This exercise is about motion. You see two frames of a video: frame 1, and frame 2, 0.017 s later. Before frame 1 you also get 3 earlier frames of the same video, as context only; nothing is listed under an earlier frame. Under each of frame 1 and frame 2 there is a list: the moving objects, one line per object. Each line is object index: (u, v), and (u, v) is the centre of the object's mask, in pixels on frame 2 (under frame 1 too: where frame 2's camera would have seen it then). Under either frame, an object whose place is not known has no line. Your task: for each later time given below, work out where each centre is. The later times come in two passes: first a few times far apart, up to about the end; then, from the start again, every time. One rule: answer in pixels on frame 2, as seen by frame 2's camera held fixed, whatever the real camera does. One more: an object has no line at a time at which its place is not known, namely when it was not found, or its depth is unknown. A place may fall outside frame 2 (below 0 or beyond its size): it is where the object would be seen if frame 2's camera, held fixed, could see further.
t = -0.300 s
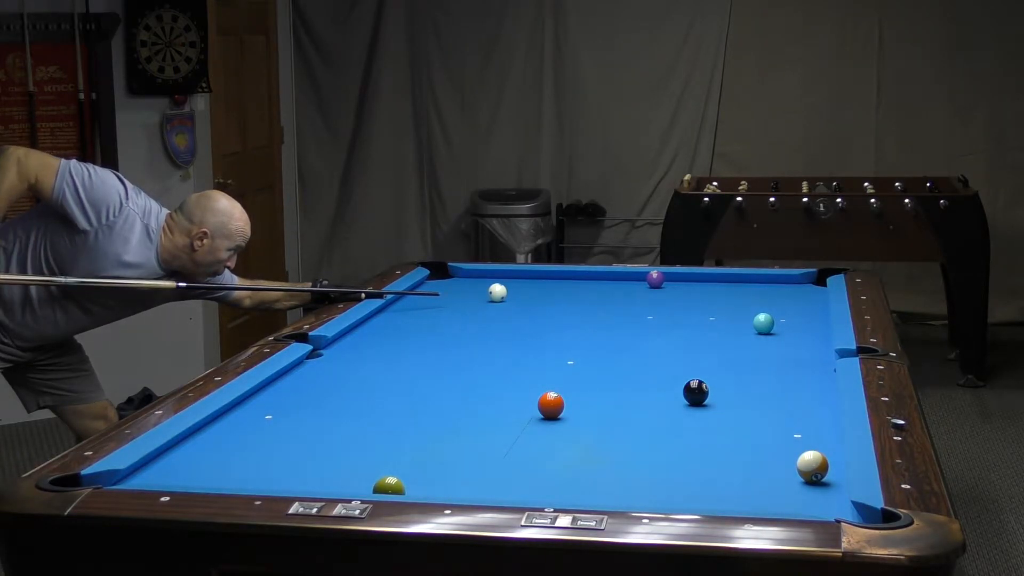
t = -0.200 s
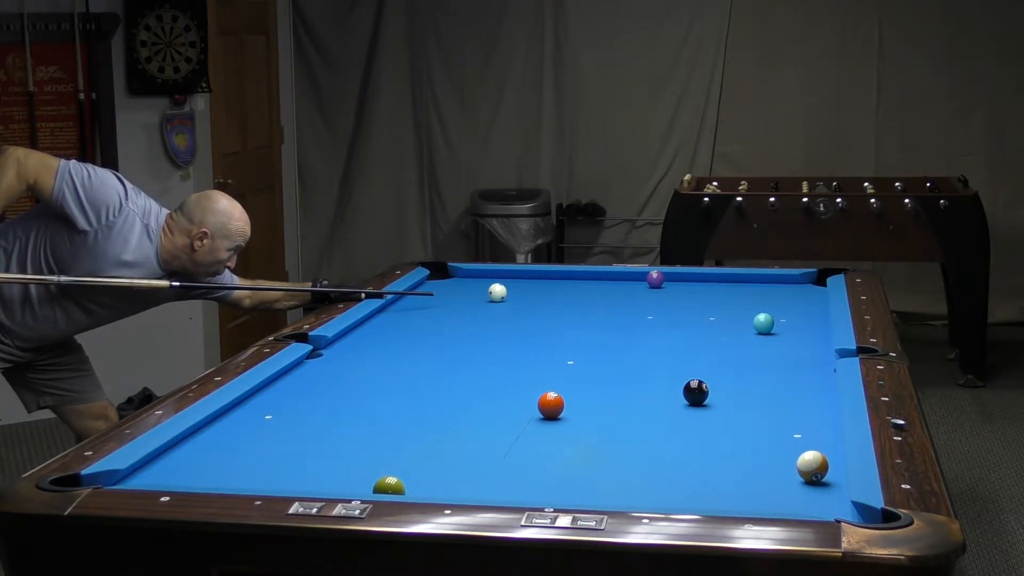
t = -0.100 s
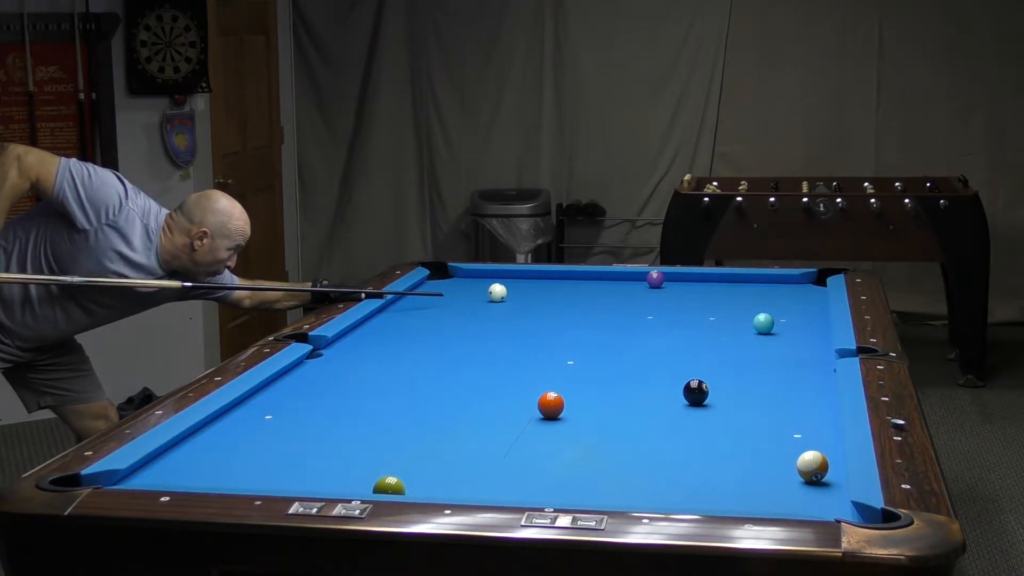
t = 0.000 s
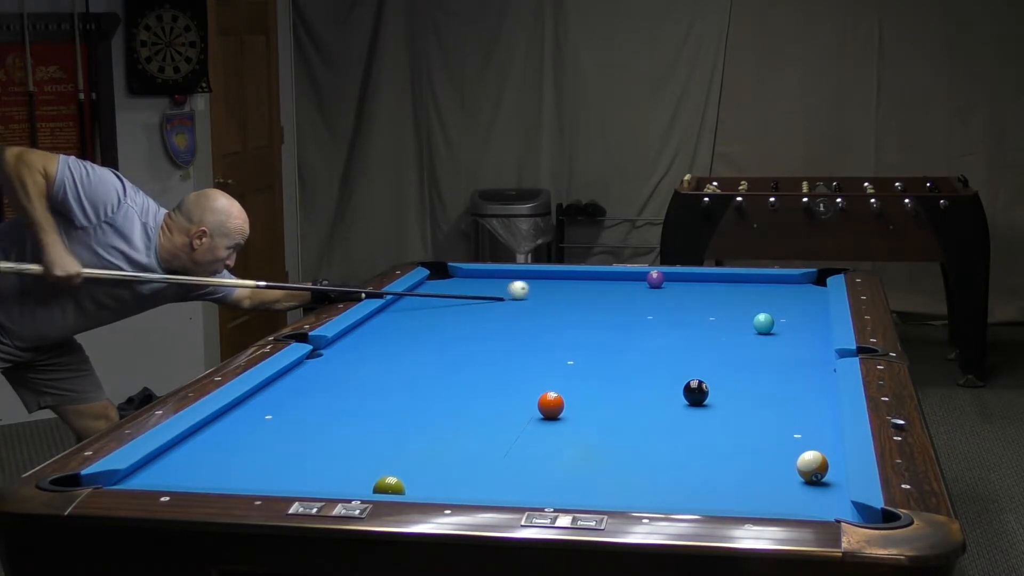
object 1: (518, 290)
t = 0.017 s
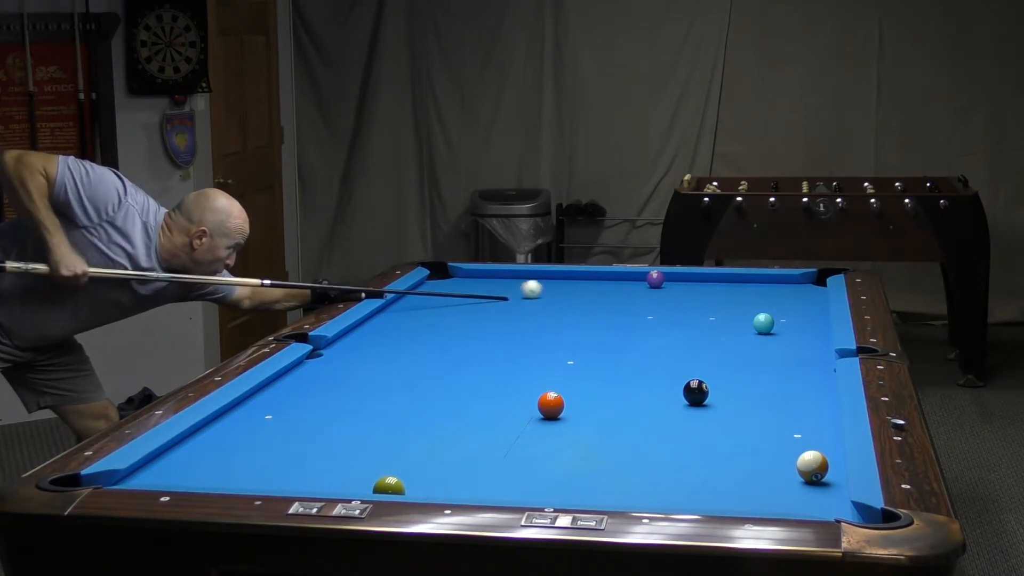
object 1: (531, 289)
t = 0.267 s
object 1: (635, 275)
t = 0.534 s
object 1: (604, 281)
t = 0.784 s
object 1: (574, 287)
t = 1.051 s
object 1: (541, 294)
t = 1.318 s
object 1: (508, 300)
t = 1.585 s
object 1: (476, 306)
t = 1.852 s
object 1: (444, 312)
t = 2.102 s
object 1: (413, 318)
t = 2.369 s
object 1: (382, 324)
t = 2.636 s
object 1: (358, 329)
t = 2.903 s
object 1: (361, 334)
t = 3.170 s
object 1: (364, 339)
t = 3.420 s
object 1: (367, 343)
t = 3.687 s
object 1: (369, 347)
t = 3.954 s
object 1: (372, 350)
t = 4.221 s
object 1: (374, 354)
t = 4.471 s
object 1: (376, 356)
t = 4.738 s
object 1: (378, 358)
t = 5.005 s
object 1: (379, 360)
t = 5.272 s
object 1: (380, 361)
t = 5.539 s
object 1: (380, 362)
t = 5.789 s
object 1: (381, 362)
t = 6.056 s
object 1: (381, 362)
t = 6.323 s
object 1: (381, 362)
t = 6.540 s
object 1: (381, 362)
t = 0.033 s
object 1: (544, 288)
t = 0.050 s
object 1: (556, 287)
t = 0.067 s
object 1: (569, 285)
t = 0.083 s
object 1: (580, 284)
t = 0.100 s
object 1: (592, 283)
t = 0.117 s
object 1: (603, 282)
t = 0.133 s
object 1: (614, 281)
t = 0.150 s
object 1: (625, 280)
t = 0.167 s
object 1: (635, 279)
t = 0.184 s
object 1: (637, 279)
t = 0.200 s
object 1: (637, 278)
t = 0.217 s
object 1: (637, 277)
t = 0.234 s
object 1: (637, 276)
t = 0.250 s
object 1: (636, 275)
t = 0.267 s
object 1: (635, 275)
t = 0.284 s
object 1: (634, 275)
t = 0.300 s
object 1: (632, 276)
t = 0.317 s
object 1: (630, 276)
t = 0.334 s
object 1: (628, 277)
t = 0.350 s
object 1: (626, 277)
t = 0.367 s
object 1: (624, 278)
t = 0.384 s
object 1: (622, 278)
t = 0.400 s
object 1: (620, 278)
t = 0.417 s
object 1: (618, 279)
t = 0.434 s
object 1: (616, 279)
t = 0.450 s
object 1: (614, 279)
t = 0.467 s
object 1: (612, 280)
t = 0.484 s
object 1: (610, 280)
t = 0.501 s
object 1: (608, 281)
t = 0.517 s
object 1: (606, 281)
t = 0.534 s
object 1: (604, 281)
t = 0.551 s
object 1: (602, 282)
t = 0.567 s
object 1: (600, 282)
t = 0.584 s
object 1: (598, 283)
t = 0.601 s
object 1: (596, 283)
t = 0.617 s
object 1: (594, 283)
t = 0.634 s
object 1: (592, 284)
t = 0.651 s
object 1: (590, 284)
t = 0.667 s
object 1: (588, 285)
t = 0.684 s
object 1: (586, 285)
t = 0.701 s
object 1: (584, 285)
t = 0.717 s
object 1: (582, 286)
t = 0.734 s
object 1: (580, 286)
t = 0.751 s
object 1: (578, 286)
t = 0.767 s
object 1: (576, 287)
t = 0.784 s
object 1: (574, 287)
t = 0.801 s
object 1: (571, 288)
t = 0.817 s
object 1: (570, 288)
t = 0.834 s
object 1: (568, 289)
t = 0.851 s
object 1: (565, 289)
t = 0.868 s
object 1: (563, 289)
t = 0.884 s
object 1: (561, 290)
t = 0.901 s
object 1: (559, 290)
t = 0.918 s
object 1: (557, 290)
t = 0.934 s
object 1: (555, 291)
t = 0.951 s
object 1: (553, 291)
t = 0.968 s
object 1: (551, 292)
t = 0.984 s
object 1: (549, 292)
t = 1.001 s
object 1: (547, 292)
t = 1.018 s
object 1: (545, 293)
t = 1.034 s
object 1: (543, 293)
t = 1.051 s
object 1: (541, 294)
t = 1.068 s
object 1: (539, 294)
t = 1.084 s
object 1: (537, 294)
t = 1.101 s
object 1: (535, 295)
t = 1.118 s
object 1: (533, 295)
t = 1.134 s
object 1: (530, 295)
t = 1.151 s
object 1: (528, 296)
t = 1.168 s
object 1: (527, 296)
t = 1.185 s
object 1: (524, 297)
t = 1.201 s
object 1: (522, 297)
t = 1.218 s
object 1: (521, 297)
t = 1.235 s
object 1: (518, 298)
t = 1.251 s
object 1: (516, 298)
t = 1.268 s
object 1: (514, 298)
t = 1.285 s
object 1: (512, 299)
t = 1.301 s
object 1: (510, 299)
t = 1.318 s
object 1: (508, 300)
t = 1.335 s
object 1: (506, 300)
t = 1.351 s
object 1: (504, 301)
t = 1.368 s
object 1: (502, 301)
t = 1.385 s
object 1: (500, 301)
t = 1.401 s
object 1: (498, 302)
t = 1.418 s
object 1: (496, 302)
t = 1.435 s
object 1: (494, 302)
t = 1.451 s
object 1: (492, 303)
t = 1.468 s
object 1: (490, 303)
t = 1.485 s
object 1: (488, 304)
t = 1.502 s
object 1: (486, 304)
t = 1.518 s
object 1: (484, 304)
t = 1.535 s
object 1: (482, 305)
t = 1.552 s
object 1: (480, 305)
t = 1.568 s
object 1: (478, 306)
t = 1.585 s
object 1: (476, 306)
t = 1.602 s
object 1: (474, 306)
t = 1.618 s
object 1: (471, 307)
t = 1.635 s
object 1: (470, 307)
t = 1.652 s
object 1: (468, 307)
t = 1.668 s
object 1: (466, 308)
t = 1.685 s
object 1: (463, 308)
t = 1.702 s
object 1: (462, 309)
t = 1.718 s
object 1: (459, 309)
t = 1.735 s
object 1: (457, 309)
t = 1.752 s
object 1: (456, 310)
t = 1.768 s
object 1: (453, 310)
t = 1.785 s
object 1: (451, 310)
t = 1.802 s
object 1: (450, 311)
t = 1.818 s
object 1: (447, 311)
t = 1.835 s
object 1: (445, 311)
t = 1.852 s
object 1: (444, 312)
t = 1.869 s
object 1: (441, 312)
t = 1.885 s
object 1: (439, 312)
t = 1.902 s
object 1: (437, 313)
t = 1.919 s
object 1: (435, 313)
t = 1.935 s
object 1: (433, 314)
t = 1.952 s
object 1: (431, 314)
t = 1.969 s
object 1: (430, 314)
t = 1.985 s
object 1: (427, 315)
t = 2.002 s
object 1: (426, 315)
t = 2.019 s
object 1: (423, 316)
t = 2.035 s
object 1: (421, 316)
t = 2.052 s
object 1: (420, 316)
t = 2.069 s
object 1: (417, 317)
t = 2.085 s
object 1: (416, 317)
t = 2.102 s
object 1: (413, 318)
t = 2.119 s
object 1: (412, 318)
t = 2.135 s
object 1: (410, 318)
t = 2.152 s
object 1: (407, 319)
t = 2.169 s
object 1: (405, 319)
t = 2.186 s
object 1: (404, 319)
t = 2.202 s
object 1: (402, 320)
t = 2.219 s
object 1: (400, 320)
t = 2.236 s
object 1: (398, 321)
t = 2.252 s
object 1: (396, 321)
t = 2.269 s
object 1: (394, 322)
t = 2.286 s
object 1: (392, 322)
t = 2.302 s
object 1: (390, 322)
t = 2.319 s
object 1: (388, 323)
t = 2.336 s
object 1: (386, 323)
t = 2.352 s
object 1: (384, 323)
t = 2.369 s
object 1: (382, 324)
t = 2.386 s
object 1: (380, 324)
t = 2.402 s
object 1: (378, 324)
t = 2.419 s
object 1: (376, 325)
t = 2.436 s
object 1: (375, 325)
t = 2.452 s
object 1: (373, 325)
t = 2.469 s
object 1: (371, 326)
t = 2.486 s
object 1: (369, 326)
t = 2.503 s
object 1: (367, 327)
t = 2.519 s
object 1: (365, 327)
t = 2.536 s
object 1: (363, 327)
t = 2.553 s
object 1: (361, 328)
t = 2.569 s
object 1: (359, 328)
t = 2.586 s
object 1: (358, 328)
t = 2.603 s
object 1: (358, 329)
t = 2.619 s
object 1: (358, 329)
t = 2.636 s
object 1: (358, 329)
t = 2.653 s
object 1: (358, 329)
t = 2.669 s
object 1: (358, 330)
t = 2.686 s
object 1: (359, 330)
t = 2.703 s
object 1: (359, 330)
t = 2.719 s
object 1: (359, 331)
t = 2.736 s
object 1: (359, 331)
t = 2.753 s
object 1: (359, 332)
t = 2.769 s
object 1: (360, 332)
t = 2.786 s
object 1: (360, 332)
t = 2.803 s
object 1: (360, 332)
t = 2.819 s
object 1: (360, 333)
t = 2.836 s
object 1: (360, 333)
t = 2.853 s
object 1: (360, 333)
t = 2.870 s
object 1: (361, 333)
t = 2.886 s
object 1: (361, 334)
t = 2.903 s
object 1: (361, 334)
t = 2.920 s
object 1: (361, 334)
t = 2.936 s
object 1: (361, 335)
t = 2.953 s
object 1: (361, 335)
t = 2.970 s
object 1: (362, 335)
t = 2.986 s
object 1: (362, 336)
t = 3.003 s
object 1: (362, 336)
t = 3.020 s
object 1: (362, 336)
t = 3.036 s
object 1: (362, 336)
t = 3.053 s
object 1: (363, 337)
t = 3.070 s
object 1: (363, 337)
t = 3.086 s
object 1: (363, 337)
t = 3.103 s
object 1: (363, 338)
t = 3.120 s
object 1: (363, 338)
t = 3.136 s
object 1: (364, 338)
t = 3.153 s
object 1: (364, 338)
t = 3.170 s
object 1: (364, 339)
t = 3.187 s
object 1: (364, 339)
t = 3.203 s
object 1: (364, 339)
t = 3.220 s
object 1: (364, 340)
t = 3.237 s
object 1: (365, 340)
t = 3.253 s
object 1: (365, 340)
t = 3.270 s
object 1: (365, 340)
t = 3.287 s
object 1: (365, 341)
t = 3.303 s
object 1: (366, 341)
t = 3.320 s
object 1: (366, 341)
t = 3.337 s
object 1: (366, 341)
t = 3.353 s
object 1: (366, 342)
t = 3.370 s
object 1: (366, 342)
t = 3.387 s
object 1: (366, 342)
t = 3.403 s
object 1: (367, 342)
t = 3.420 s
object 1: (367, 343)
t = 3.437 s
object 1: (367, 343)
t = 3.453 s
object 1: (367, 343)
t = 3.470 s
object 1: (367, 344)
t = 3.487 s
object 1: (368, 344)
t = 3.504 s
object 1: (368, 344)
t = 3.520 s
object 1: (368, 344)
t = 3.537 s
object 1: (368, 345)
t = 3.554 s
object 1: (368, 345)
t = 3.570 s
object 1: (368, 345)
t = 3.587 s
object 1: (368, 345)
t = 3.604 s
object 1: (369, 346)
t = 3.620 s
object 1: (369, 346)
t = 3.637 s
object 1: (369, 346)
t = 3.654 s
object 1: (369, 346)
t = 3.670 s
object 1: (369, 347)
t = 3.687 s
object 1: (369, 347)
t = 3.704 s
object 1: (370, 347)
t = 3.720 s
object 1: (370, 347)
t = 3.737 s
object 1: (370, 348)
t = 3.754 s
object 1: (370, 348)
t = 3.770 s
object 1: (370, 348)
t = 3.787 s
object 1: (371, 348)
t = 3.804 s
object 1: (371, 348)
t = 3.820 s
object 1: (371, 349)
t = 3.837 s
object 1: (371, 349)
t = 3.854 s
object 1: (371, 349)
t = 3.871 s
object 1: (371, 349)
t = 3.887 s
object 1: (372, 350)
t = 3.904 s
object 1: (372, 350)
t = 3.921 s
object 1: (372, 350)
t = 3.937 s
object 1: (372, 350)
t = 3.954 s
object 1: (372, 350)
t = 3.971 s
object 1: (372, 351)
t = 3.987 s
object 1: (372, 351)
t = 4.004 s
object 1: (373, 351)
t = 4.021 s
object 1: (373, 351)
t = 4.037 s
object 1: (373, 351)
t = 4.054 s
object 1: (373, 351)
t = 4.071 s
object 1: (373, 352)
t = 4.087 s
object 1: (373, 352)
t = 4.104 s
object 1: (373, 352)
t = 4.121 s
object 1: (373, 352)
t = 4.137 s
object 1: (373, 353)
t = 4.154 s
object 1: (374, 353)
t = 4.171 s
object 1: (374, 353)
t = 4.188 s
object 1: (374, 353)
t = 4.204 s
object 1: (374, 353)
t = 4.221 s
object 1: (374, 354)
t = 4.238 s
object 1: (375, 354)
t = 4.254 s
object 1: (375, 354)
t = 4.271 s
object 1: (375, 354)
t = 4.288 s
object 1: (375, 354)
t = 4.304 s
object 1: (375, 354)
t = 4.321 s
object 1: (375, 355)
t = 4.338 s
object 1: (375, 355)
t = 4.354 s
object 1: (375, 355)
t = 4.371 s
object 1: (376, 355)
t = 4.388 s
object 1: (376, 355)
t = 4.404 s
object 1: (376, 355)
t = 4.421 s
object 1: (376, 355)
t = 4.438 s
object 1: (376, 356)
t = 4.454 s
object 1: (376, 356)
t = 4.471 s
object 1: (376, 356)
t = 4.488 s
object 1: (376, 356)
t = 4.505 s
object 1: (376, 356)
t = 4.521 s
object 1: (377, 356)
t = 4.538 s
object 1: (377, 357)
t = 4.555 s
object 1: (377, 357)
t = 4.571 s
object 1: (377, 357)
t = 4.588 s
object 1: (377, 357)
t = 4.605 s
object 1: (377, 357)
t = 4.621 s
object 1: (377, 357)
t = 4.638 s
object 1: (377, 357)
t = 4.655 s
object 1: (377, 358)
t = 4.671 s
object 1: (378, 358)
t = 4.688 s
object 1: (378, 358)
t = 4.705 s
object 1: (378, 358)
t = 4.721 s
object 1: (378, 358)
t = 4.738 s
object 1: (378, 358)
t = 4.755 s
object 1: (378, 358)
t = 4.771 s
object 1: (378, 358)
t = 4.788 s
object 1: (378, 359)
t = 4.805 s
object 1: (378, 359)
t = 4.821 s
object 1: (379, 359)
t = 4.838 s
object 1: (379, 359)
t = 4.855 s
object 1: (379, 359)
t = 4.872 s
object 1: (379, 359)
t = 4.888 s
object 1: (379, 359)
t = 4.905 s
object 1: (379, 359)
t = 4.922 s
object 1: (379, 359)
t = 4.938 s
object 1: (379, 360)
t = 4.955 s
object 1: (379, 360)
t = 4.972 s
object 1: (379, 360)
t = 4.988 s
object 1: (379, 360)
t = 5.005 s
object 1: (379, 360)
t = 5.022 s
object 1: (380, 360)
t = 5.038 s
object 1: (380, 360)
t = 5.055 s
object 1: (380, 360)
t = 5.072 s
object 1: (380, 360)
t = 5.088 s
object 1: (380, 360)
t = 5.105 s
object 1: (380, 361)
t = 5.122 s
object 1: (380, 361)
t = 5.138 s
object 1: (380, 361)
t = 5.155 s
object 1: (380, 361)
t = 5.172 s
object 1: (380, 361)
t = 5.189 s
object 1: (380, 361)
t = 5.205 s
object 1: (380, 361)
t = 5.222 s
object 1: (380, 361)
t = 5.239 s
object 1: (380, 361)
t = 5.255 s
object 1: (380, 361)
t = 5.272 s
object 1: (380, 361)
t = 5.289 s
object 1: (380, 361)
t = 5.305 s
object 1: (380, 361)
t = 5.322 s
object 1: (380, 361)
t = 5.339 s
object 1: (380, 361)
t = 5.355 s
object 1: (380, 362)
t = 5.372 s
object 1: (380, 362)
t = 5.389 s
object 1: (380, 362)
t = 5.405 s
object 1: (380, 362)
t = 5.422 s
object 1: (380, 362)
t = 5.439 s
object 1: (380, 362)
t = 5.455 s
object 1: (380, 362)
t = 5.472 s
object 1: (380, 362)
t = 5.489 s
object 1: (380, 362)
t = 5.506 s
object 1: (380, 362)
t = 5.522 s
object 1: (380, 362)
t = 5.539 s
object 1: (380, 362)
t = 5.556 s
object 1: (380, 362)
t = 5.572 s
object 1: (380, 362)
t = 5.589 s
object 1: (380, 362)
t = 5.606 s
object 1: (380, 362)
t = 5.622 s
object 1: (380, 362)
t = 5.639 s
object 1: (380, 362)
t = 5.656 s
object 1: (380, 362)
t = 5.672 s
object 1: (380, 362)
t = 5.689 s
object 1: (380, 362)
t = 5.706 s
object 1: (380, 362)
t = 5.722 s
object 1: (380, 362)
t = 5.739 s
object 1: (380, 362)
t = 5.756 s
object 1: (381, 362)
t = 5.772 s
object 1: (381, 362)
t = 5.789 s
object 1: (381, 362)
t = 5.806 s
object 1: (381, 362)
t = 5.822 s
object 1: (381, 362)
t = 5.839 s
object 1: (381, 362)
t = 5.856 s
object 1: (381, 362)
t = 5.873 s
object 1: (381, 362)
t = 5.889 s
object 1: (381, 362)
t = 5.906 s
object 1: (381, 362)
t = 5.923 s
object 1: (381, 362)
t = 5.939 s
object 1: (381, 362)
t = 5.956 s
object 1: (381, 362)
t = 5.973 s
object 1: (381, 362)
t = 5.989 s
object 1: (381, 362)
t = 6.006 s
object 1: (381, 362)
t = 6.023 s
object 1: (381, 362)
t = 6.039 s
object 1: (381, 362)
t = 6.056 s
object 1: (381, 362)
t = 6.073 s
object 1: (381, 362)
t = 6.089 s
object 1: (381, 362)
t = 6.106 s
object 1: (381, 362)
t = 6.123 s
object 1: (381, 362)
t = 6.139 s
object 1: (381, 362)
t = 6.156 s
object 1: (381, 362)
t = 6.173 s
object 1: (381, 362)
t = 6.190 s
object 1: (381, 362)
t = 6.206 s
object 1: (381, 362)
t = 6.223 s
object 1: (381, 362)
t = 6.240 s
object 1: (381, 362)
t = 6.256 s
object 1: (381, 362)
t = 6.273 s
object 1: (381, 362)
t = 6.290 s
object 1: (381, 362)
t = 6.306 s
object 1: (381, 362)
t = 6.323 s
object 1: (381, 362)
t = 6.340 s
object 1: (381, 362)
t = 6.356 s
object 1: (381, 362)
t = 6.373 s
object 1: (381, 362)
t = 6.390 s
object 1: (381, 362)
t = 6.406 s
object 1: (381, 362)
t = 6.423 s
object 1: (381, 362)
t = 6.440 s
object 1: (381, 362)
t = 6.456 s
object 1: (381, 362)
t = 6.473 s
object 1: (381, 362)
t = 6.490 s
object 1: (381, 362)
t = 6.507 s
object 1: (381, 362)
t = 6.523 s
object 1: (381, 362)
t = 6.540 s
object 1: (381, 362)
